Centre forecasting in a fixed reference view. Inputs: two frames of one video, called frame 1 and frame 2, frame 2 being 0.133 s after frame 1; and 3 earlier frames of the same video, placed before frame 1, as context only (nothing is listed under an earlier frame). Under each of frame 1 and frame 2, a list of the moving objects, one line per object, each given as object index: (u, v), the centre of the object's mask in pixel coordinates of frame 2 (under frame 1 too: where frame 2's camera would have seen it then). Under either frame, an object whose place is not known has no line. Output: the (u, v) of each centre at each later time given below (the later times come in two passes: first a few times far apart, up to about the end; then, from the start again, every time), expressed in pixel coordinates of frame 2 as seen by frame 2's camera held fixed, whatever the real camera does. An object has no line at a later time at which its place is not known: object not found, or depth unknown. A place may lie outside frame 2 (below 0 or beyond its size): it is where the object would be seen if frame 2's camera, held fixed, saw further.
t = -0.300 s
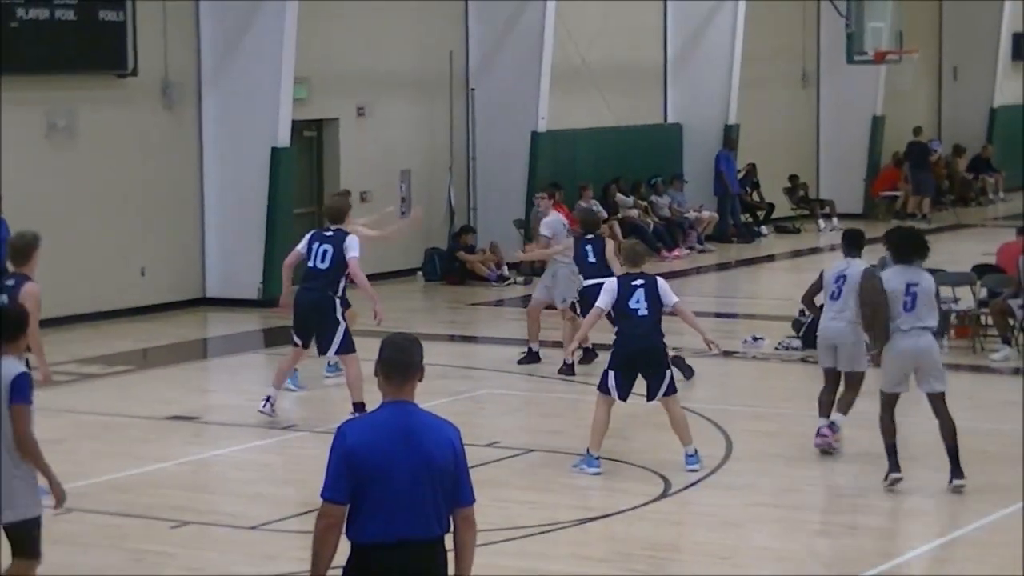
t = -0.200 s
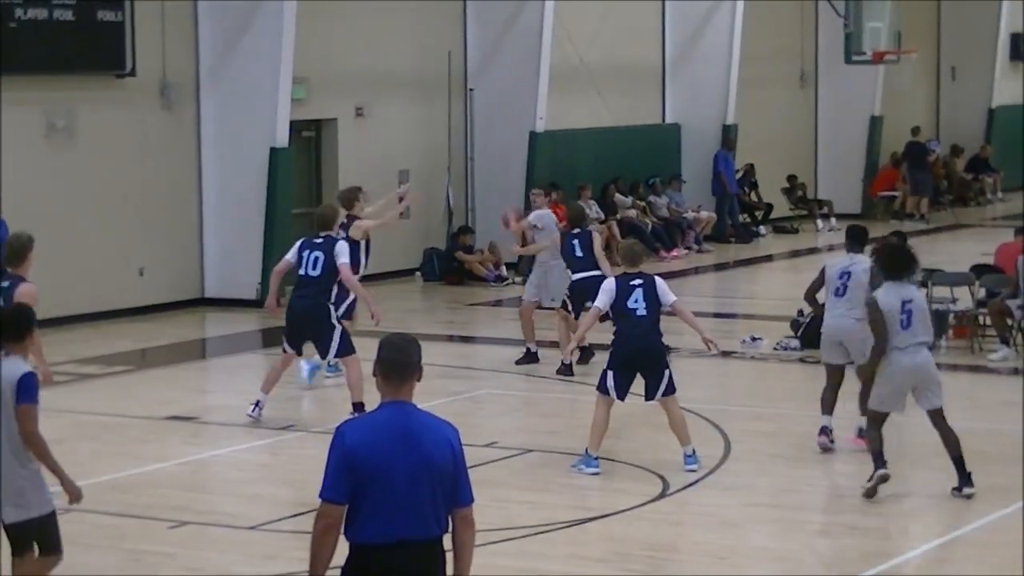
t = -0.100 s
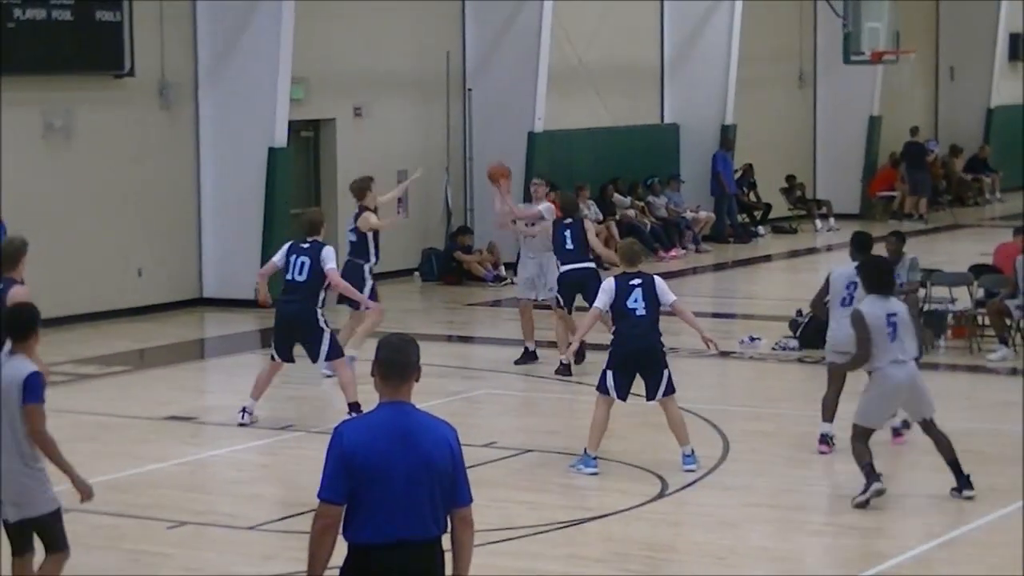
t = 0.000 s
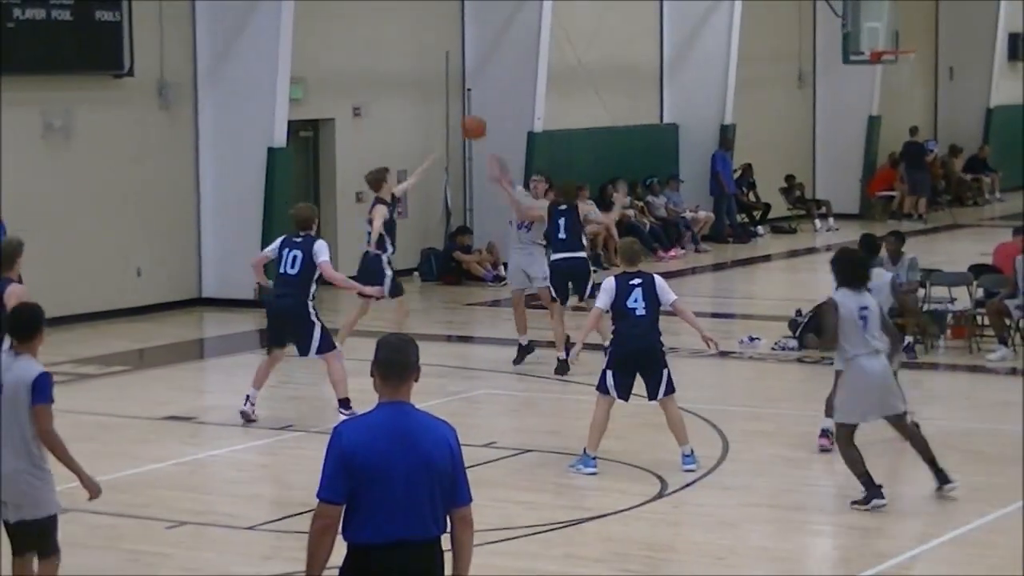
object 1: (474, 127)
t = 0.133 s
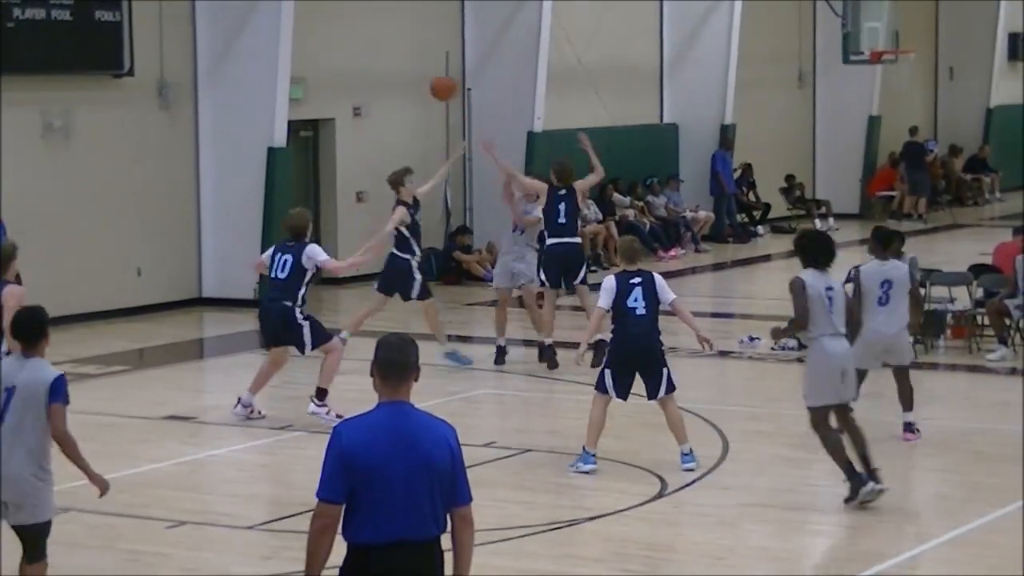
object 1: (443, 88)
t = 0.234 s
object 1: (418, 66)
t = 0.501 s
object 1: (332, 56)
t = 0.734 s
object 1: (233, 127)
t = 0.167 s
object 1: (434, 79)
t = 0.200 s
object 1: (426, 73)
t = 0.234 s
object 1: (418, 66)
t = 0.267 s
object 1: (408, 61)
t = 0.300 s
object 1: (398, 57)
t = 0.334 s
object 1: (388, 54)
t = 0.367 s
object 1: (378, 52)
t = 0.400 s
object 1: (367, 51)
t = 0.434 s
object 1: (356, 51)
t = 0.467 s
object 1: (344, 53)
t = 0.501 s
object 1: (332, 56)
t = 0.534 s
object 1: (320, 61)
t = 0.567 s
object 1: (307, 68)
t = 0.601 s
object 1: (293, 75)
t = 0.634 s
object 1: (280, 85)
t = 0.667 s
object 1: (264, 97)
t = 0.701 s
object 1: (249, 111)
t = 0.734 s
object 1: (233, 127)
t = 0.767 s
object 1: (217, 146)
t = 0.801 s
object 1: (199, 167)
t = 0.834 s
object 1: (181, 190)
